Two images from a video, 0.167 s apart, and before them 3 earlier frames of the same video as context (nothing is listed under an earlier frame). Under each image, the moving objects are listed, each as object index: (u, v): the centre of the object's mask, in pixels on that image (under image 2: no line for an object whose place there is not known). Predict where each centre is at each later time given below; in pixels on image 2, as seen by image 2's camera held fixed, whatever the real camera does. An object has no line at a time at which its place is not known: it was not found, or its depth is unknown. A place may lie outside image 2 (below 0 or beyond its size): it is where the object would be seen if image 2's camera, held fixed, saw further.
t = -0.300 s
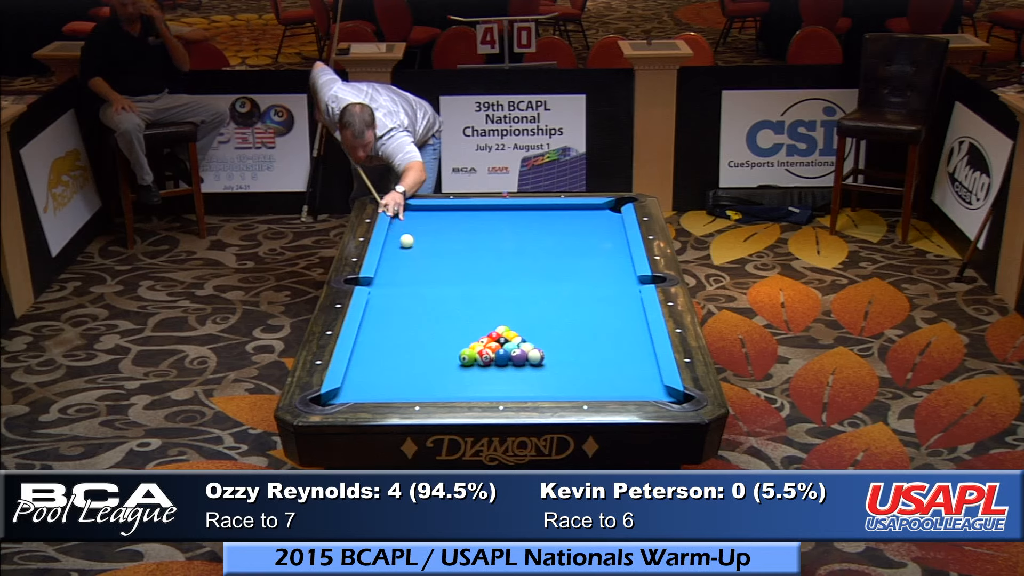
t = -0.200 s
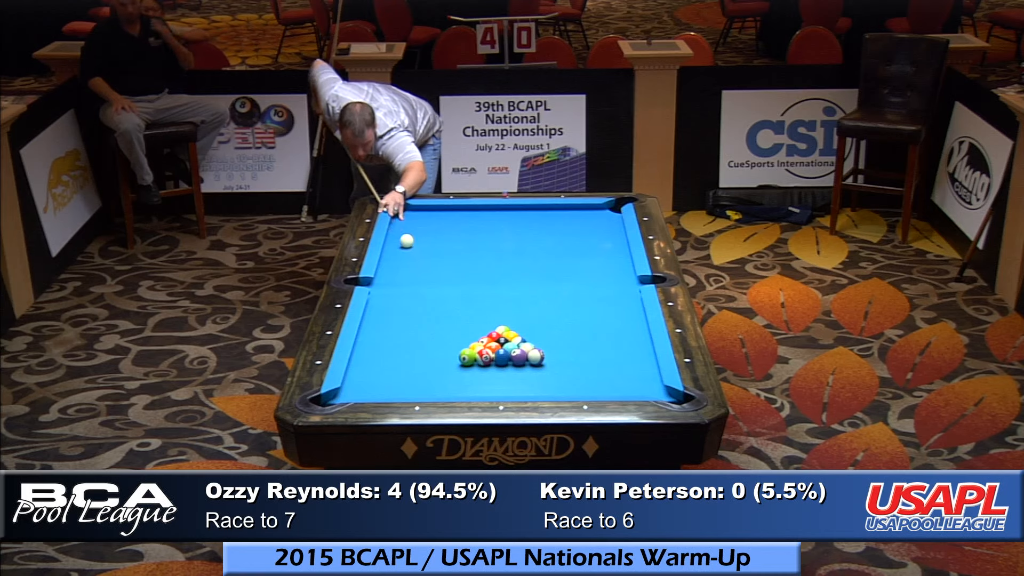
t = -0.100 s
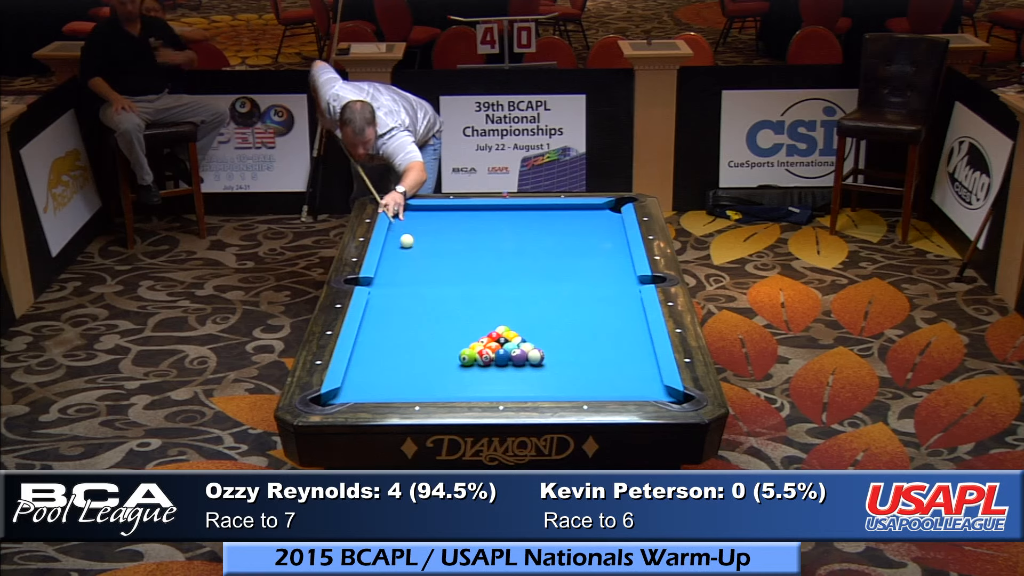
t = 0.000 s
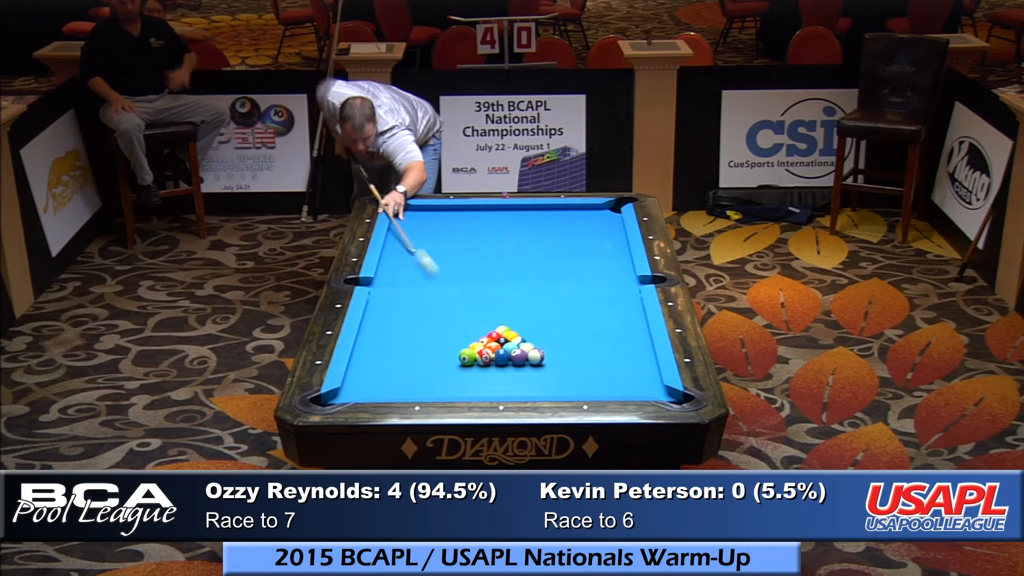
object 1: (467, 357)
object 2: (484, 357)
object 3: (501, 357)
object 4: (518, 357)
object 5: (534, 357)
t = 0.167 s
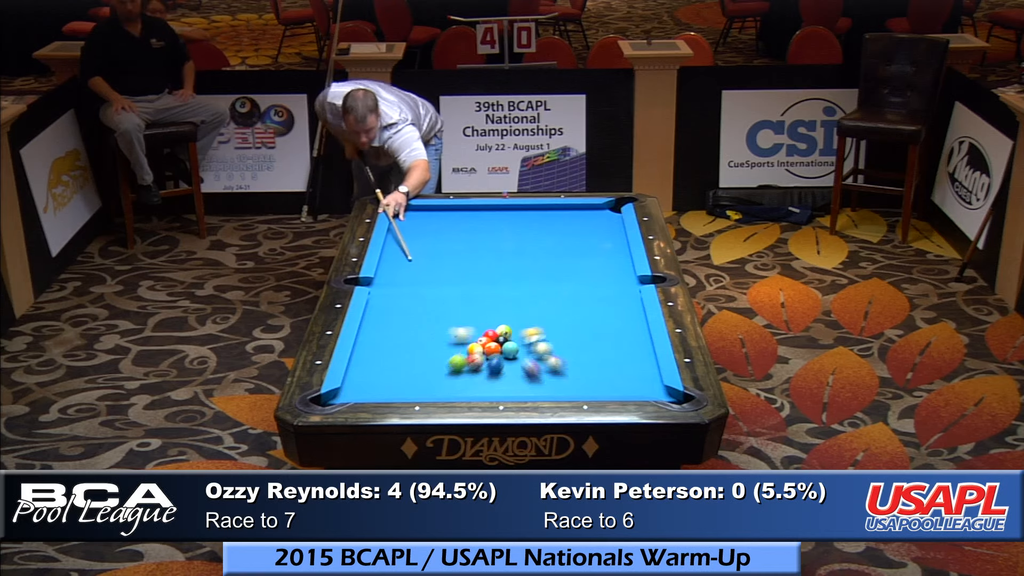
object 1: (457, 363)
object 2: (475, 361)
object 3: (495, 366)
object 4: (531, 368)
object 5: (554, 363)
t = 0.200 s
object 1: (450, 368)
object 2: (468, 365)
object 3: (490, 373)
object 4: (541, 378)
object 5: (566, 368)
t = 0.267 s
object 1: (437, 377)
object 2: (456, 372)
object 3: (481, 386)
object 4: (559, 390)
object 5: (592, 377)
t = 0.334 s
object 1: (425, 384)
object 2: (444, 377)
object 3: (473, 390)
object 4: (565, 381)
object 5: (617, 387)
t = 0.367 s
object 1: (418, 388)
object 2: (438, 382)
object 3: (472, 388)
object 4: (568, 375)
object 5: (628, 389)
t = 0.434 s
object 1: (407, 391)
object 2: (426, 386)
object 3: (470, 383)
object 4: (574, 364)
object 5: (645, 388)
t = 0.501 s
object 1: (393, 389)
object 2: (423, 390)
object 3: (467, 377)
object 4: (579, 355)
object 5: (654, 385)
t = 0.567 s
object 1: (378, 388)
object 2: (422, 391)
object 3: (465, 370)
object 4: (584, 346)
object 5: (643, 381)
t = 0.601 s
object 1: (370, 387)
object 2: (422, 390)
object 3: (464, 368)
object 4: (587, 341)
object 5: (639, 379)
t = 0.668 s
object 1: (357, 384)
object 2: (423, 389)
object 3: (462, 363)
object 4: (591, 332)
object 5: (629, 374)
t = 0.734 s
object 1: (357, 381)
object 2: (424, 388)
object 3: (461, 363)
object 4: (595, 324)
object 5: (620, 370)
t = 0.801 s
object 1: (368, 378)
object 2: (424, 386)
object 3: (459, 361)
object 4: (601, 314)
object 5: (612, 366)
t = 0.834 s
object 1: (373, 377)
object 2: (425, 385)
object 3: (459, 361)
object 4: (603, 311)
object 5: (607, 364)
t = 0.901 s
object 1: (383, 374)
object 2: (425, 382)
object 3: (458, 360)
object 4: (607, 303)
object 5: (599, 360)
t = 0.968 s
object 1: (392, 371)
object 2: (426, 380)
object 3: (457, 360)
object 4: (611, 296)
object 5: (591, 357)
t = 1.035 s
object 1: (402, 369)
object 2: (427, 378)
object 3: (456, 359)
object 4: (615, 288)
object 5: (582, 353)
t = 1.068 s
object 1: (407, 368)
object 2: (427, 376)
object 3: (455, 359)
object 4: (617, 285)
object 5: (579, 351)
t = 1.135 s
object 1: (416, 365)
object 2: (428, 374)
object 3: (454, 358)
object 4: (621, 277)
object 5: (572, 348)
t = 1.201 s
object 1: (425, 360)
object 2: (429, 372)
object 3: (453, 357)
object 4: (624, 271)
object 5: (567, 346)
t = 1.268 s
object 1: (436, 358)
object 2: (429, 370)
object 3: (452, 357)
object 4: (627, 265)
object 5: (561, 343)
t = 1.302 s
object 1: (439, 358)
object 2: (430, 369)
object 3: (454, 356)
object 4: (625, 262)
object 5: (558, 342)
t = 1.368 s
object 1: (441, 358)
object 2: (431, 367)
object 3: (459, 353)
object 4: (621, 257)
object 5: (553, 339)
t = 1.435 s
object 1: (443, 358)
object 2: (431, 365)
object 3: (463, 351)
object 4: (617, 252)
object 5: (547, 337)
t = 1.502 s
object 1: (444, 357)
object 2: (431, 363)
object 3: (468, 349)
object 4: (613, 247)
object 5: (542, 335)
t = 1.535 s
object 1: (445, 357)
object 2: (431, 363)
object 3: (470, 349)
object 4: (611, 244)
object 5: (540, 333)
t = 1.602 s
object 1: (447, 356)
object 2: (430, 361)
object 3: (474, 347)
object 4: (608, 239)
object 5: (535, 331)
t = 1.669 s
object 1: (449, 355)
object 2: (430, 360)
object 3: (477, 344)
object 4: (605, 234)
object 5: (530, 328)
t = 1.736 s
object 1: (451, 354)
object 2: (430, 359)
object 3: (480, 342)
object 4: (601, 229)
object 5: (524, 327)
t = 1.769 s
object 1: (452, 354)
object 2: (430, 359)
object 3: (480, 341)
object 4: (600, 228)
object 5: (522, 327)
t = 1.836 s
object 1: (454, 353)
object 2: (429, 358)
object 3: (480, 339)
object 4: (596, 223)
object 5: (518, 324)
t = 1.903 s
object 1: (456, 352)
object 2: (429, 357)
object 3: (481, 337)
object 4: (593, 219)
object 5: (515, 322)
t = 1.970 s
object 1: (458, 351)
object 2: (429, 356)
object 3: (481, 336)
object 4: (590, 214)
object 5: (512, 320)
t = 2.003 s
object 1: (459, 351)
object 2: (429, 355)
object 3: (481, 334)
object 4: (589, 212)
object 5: (511, 319)
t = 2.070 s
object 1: (461, 350)
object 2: (429, 355)
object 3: (482, 333)
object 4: (586, 208)
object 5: (507, 317)
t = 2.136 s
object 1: (463, 349)
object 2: (429, 354)
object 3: (482, 331)
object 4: (582, 209)
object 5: (504, 315)
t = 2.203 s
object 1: (464, 348)
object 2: (429, 353)
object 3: (481, 330)
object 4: (578, 211)
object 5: (501, 314)
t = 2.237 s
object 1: (465, 348)
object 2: (428, 353)
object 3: (481, 329)
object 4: (575, 212)
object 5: (500, 313)
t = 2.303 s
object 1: (467, 347)
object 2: (428, 352)
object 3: (479, 328)
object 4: (571, 215)
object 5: (497, 311)
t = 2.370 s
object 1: (468, 347)
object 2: (428, 351)
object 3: (478, 327)
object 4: (567, 218)
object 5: (494, 310)
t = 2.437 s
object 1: (470, 346)
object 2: (428, 350)
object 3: (477, 326)
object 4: (562, 221)
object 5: (492, 309)
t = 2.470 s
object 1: (471, 346)
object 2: (428, 350)
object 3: (477, 326)
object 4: (560, 222)
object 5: (490, 308)
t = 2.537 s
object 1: (472, 345)
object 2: (428, 350)
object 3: (476, 325)
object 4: (556, 224)
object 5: (488, 307)
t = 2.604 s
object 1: (473, 345)
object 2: (428, 349)
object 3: (475, 324)
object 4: (551, 227)
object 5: (485, 305)
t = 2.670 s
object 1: (474, 344)
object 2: (427, 349)
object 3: (474, 324)
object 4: (547, 229)
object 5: (483, 304)
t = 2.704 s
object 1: (475, 344)
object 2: (427, 348)
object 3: (474, 323)
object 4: (545, 231)
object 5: (481, 303)
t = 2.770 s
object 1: (476, 343)
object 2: (427, 348)
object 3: (473, 322)
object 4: (541, 233)
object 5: (479, 302)
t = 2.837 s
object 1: (477, 343)
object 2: (427, 347)
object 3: (472, 321)
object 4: (536, 236)
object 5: (477, 300)
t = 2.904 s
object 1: (478, 342)
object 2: (427, 347)
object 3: (472, 321)
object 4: (531, 238)
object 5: (474, 299)
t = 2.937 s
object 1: (479, 342)
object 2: (427, 347)
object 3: (471, 320)
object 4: (529, 239)
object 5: (473, 298)
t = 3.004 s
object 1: (480, 342)
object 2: (427, 346)
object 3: (471, 320)
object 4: (525, 242)
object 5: (471, 297)
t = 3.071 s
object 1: (480, 341)
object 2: (427, 346)
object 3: (470, 319)
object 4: (520, 244)
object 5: (469, 296)
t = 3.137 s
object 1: (481, 341)
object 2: (428, 346)
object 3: (469, 318)
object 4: (516, 247)
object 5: (467, 294)
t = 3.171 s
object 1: (482, 341)
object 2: (428, 346)
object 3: (469, 318)
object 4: (514, 248)
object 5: (466, 294)
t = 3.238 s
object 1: (482, 341)
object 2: (428, 346)
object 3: (469, 317)
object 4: (509, 250)
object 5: (464, 292)
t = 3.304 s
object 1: (483, 340)
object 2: (428, 345)
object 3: (468, 316)
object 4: (505, 254)
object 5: (462, 291)
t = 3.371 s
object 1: (483, 340)
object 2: (428, 345)
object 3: (468, 316)
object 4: (500, 256)
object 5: (460, 290)
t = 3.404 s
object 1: (484, 340)
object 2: (428, 345)
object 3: (468, 316)
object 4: (498, 257)
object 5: (459, 290)
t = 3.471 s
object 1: (484, 340)
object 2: (428, 345)
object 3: (467, 315)
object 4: (493, 260)
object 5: (458, 289)
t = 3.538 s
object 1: (485, 340)
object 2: (428, 345)
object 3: (467, 315)
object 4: (489, 262)
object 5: (456, 288)
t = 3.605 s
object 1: (485, 340)
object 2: (428, 345)
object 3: (467, 315)
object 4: (484, 265)
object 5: (455, 287)
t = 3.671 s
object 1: (485, 339)
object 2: (428, 345)
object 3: (466, 315)
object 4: (480, 267)
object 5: (453, 286)
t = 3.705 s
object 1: (485, 339)
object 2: (428, 345)
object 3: (466, 314)
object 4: (478, 268)
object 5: (452, 285)
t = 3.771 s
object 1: (486, 339)
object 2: (428, 345)
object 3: (466, 314)
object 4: (474, 271)
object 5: (451, 284)
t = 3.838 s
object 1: (486, 339)
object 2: (428, 345)
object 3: (466, 314)
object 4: (469, 273)
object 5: (449, 283)
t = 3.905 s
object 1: (486, 339)
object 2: (428, 345)
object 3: (466, 313)
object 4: (464, 275)
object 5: (448, 283)
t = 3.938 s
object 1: (486, 339)
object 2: (428, 345)
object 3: (466, 313)
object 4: (462, 277)
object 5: (447, 282)
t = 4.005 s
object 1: (486, 339)
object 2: (428, 345)
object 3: (466, 313)
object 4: (459, 279)
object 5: (445, 282)
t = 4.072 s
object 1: (486, 339)
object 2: (428, 345)
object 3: (466, 313)
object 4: (460, 280)
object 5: (439, 283)
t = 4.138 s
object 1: (486, 339)
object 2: (428, 345)
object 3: (466, 313)
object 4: (460, 281)
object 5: (434, 283)
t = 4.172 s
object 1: (486, 339)
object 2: (428, 345)
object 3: (466, 313)
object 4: (460, 282)
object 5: (431, 284)
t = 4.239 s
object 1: (485, 339)
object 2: (428, 345)
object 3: (466, 313)
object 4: (460, 283)
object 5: (426, 284)
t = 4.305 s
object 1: (486, 339)
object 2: (428, 345)
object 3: (466, 313)
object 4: (461, 284)
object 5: (421, 284)
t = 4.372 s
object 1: (485, 339)
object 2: (428, 345)
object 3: (466, 312)
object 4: (461, 284)
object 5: (419, 284)
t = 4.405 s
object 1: (486, 339)
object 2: (428, 345)
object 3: (466, 312)
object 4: (462, 285)
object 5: (418, 284)
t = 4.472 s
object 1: (485, 339)
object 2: (428, 345)
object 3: (466, 313)
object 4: (462, 286)
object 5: (417, 284)
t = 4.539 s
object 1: (485, 339)
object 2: (428, 345)
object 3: (466, 312)
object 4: (462, 286)
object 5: (416, 283)
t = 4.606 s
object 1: (485, 339)
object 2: (428, 345)
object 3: (466, 312)
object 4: (463, 287)
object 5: (415, 283)
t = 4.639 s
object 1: (485, 339)
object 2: (428, 345)
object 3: (466, 312)
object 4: (463, 288)
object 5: (415, 283)
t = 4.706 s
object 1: (485, 339)
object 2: (428, 345)
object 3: (466, 312)
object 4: (463, 288)
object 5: (414, 282)
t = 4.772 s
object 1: (485, 339)
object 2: (428, 345)
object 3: (466, 313)
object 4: (464, 289)
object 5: (413, 281)
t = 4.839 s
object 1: (485, 339)
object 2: (428, 345)
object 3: (466, 312)
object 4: (464, 290)
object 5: (412, 281)
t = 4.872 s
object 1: (486, 339)
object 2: (428, 345)
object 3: (466, 312)
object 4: (465, 290)
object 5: (412, 281)
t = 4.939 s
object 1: (485, 339)
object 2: (428, 345)
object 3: (466, 313)
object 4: (465, 291)
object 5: (411, 281)
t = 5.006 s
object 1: (486, 339)
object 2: (428, 345)
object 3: (466, 313)
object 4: (465, 292)
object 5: (411, 281)
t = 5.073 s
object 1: (486, 339)
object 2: (428, 345)
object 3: (466, 313)
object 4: (466, 292)
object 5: (410, 281)
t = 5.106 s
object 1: (485, 339)
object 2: (428, 345)
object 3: (466, 312)
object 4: (466, 292)
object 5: (410, 281)
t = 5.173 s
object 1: (485, 339)
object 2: (428, 345)
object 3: (466, 312)
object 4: (466, 293)
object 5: (409, 280)
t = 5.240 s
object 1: (485, 339)
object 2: (428, 345)
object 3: (466, 312)
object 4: (467, 293)
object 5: (409, 280)
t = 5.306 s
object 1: (486, 339)
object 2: (428, 345)
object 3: (466, 312)
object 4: (467, 294)
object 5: (408, 280)
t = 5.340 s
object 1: (485, 339)
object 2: (428, 345)
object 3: (466, 312)
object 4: (467, 294)
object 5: (408, 281)
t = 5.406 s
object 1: (486, 339)
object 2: (428, 345)
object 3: (467, 313)
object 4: (468, 295)
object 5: (408, 281)
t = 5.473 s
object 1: (485, 339)
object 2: (428, 345)
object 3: (466, 312)
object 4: (468, 295)
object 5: (408, 281)
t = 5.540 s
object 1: (486, 339)
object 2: (428, 345)
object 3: (466, 313)
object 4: (468, 295)
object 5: (408, 281)
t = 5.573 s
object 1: (486, 339)
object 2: (428, 345)
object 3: (466, 313)
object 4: (468, 295)
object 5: (408, 281)
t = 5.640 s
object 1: (486, 339)
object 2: (428, 345)
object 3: (466, 312)
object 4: (468, 296)
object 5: (408, 281)
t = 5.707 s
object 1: (485, 339)
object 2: (428, 345)
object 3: (466, 312)
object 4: (468, 296)
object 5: (408, 281)
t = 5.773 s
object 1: (485, 339)
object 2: (428, 345)
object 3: (466, 313)
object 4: (468, 296)
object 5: (408, 281)
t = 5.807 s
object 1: (485, 339)
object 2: (428, 345)
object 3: (466, 312)
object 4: (468, 296)
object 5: (408, 281)
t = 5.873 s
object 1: (486, 339)
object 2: (428, 345)
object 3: (467, 313)
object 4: (468, 296)
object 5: (408, 281)
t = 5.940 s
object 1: (485, 339)
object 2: (428, 345)
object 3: (466, 312)
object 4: (468, 296)
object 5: (408, 281)
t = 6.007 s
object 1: (485, 339)
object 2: (428, 345)
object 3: (466, 312)
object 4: (468, 296)
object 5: (408, 281)
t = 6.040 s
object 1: (485, 339)
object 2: (428, 345)
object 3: (466, 313)
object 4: (468, 296)
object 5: (408, 281)
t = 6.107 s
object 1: (485, 339)
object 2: (428, 345)
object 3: (466, 313)
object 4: (468, 296)
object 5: (408, 281)
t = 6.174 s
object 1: (485, 339)
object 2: (428, 345)
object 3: (466, 312)
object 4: (468, 297)
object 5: (408, 281)
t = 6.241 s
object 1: (485, 339)
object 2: (428, 345)
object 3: (466, 312)
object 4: (468, 296)
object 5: (408, 281)
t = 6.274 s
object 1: (485, 339)
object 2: (428, 345)
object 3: (466, 312)
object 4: (468, 296)
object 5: (408, 281)
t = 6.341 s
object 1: (485, 339)
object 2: (428, 345)
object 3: (466, 313)
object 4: (468, 296)
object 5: (408, 281)
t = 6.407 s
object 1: (485, 339)
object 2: (428, 345)
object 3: (466, 313)
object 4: (468, 296)
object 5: (408, 281)
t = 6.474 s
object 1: (485, 339)
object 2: (428, 345)
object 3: (466, 312)
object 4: (468, 296)
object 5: (408, 281)
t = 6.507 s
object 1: (485, 339)
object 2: (428, 345)
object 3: (466, 312)
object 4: (467, 296)
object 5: (408, 281)
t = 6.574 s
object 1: (485, 339)
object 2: (428, 345)
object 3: (466, 312)
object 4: (467, 296)
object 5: (408, 281)
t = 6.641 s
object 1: (485, 339)
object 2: (428, 345)
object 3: (466, 313)
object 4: (467, 296)
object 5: (408, 281)
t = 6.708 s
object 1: (485, 339)
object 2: (428, 345)
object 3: (466, 312)
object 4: (467, 296)
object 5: (408, 281)
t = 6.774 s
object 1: (485, 339)
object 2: (428, 345)
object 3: (466, 313)
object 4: (467, 296)
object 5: (408, 281)
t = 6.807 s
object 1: (485, 339)
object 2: (428, 345)
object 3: (466, 312)
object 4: (467, 296)
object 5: (408, 281)
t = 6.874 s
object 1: (486, 339)
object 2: (428, 345)
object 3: (466, 312)
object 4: (467, 296)
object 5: (408, 281)
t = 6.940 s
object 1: (486, 339)
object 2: (428, 345)
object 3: (466, 312)
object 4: (467, 296)
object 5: (408, 281)
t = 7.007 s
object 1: (486, 339)
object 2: (428, 345)
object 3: (466, 312)
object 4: (467, 296)
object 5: (408, 281)
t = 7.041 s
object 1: (486, 339)
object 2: (428, 345)
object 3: (466, 312)
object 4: (467, 296)
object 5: (408, 281)
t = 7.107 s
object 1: (486, 339)
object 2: (428, 345)
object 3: (466, 312)
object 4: (467, 296)
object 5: (408, 281)
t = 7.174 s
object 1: (486, 339)
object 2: (428, 345)
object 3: (466, 312)
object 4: (467, 296)
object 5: (408, 281)
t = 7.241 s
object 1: (486, 339)
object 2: (428, 345)
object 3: (466, 312)
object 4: (467, 296)
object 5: (408, 281)
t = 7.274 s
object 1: (486, 339)
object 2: (428, 345)
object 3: (466, 312)
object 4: (467, 296)
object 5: (408, 281)
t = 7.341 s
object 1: (486, 339)
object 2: (428, 345)
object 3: (466, 312)
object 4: (467, 296)
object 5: (408, 281)
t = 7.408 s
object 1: (486, 339)
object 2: (428, 345)
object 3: (466, 312)
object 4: (467, 296)
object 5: (408, 281)
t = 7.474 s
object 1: (485, 339)
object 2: (428, 345)
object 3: (466, 312)
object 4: (467, 296)
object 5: (408, 281)
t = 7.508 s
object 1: (485, 339)
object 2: (428, 345)
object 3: (466, 312)
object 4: (467, 296)
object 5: (408, 281)
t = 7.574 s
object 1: (486, 339)
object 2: (428, 345)
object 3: (466, 312)
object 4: (467, 296)
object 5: (408, 281)
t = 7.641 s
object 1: (485, 339)
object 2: (428, 345)
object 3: (466, 312)
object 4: (467, 296)
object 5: (408, 281)
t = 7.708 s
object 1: (485, 339)
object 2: (428, 345)
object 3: (466, 312)
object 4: (467, 296)
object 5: (408, 281)
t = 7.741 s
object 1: (486, 339)
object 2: (428, 345)
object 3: (466, 312)
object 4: (467, 296)
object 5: (408, 281)
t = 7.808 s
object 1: (485, 339)
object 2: (428, 345)
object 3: (466, 312)
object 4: (467, 296)
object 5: (408, 281)
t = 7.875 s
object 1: (486, 339)
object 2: (428, 345)
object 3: (466, 312)
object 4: (467, 296)
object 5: (408, 281)
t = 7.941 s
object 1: (486, 339)
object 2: (428, 345)
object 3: (466, 312)
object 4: (467, 296)
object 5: (408, 281)
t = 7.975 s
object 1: (486, 339)
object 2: (428, 345)
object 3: (466, 312)
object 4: (467, 296)
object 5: (408, 281)
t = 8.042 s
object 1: (486, 339)
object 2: (428, 345)
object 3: (466, 312)
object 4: (467, 296)
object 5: (408, 281)
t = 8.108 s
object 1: (486, 339)
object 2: (428, 345)
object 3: (466, 312)
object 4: (467, 296)
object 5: (408, 281)
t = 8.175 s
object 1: (486, 339)
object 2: (428, 345)
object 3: (466, 312)
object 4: (467, 296)
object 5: (408, 281)
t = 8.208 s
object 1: (486, 339)
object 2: (428, 345)
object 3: (466, 312)
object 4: (467, 296)
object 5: (408, 281)
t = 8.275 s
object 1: (486, 339)
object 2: (428, 345)
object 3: (466, 312)
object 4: (467, 296)
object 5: (408, 281)
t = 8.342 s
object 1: (485, 339)
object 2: (428, 345)
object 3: (466, 312)
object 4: (467, 296)
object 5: (408, 281)
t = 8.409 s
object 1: (486, 339)
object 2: (428, 345)
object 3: (466, 312)
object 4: (467, 296)
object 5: (408, 281)
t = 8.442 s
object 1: (486, 339)
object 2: (428, 345)
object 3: (466, 312)
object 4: (467, 296)
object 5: (408, 281)
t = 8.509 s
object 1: (486, 339)
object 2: (428, 345)
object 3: (466, 312)
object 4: (467, 296)
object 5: (408, 281)
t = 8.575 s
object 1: (486, 339)
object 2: (428, 345)
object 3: (466, 312)
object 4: (467, 296)
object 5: (408, 281)
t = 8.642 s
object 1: (486, 339)
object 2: (428, 345)
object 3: (466, 312)
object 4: (467, 296)
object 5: (408, 281)
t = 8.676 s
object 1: (486, 339)
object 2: (428, 345)
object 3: (466, 312)
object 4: (467, 296)
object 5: (408, 281)
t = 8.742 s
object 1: (486, 339)
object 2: (428, 345)
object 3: (466, 312)
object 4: (467, 296)
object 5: (408, 281)
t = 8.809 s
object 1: (485, 339)
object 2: (428, 345)
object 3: (466, 312)
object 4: (467, 296)
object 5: (408, 281)
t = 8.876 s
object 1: (486, 339)
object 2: (428, 345)
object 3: (466, 312)
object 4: (467, 296)
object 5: (408, 281)
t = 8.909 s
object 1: (486, 339)
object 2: (428, 345)
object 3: (466, 312)
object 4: (467, 296)
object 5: (408, 281)
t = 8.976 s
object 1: (486, 339)
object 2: (428, 345)
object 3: (466, 312)
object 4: (467, 296)
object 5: (408, 281)
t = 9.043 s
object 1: (486, 339)
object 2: (428, 345)
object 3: (466, 312)
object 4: (467, 296)
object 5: (408, 281)
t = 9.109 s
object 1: (486, 339)
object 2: (428, 345)
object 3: (466, 312)
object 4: (467, 296)
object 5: (408, 281)
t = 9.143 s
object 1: (486, 339)
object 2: (428, 345)
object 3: (466, 312)
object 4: (467, 296)
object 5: (408, 281)
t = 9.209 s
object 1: (486, 339)
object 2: (428, 345)
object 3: (466, 312)
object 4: (467, 296)
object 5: (408, 281)
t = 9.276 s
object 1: (486, 339)
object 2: (428, 345)
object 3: (466, 312)
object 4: (467, 296)
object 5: (408, 281)
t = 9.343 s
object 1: (486, 339)
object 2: (428, 345)
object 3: (466, 312)
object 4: (467, 296)
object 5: (408, 281)
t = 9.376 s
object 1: (486, 339)
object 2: (428, 345)
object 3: (466, 312)
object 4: (467, 296)
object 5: (408, 281)
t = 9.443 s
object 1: (486, 339)
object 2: (428, 345)
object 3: (466, 312)
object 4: (467, 296)
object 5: (408, 281)
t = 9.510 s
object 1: (486, 339)
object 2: (428, 345)
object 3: (466, 312)
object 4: (467, 296)
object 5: (408, 281)
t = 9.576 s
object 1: (486, 339)
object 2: (428, 345)
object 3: (466, 312)
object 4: (467, 296)
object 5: (408, 281)
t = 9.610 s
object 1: (486, 339)
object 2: (428, 345)
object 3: (466, 312)
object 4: (467, 296)
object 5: (408, 281)
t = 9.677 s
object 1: (486, 339)
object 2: (428, 345)
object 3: (466, 312)
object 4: (467, 296)
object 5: (408, 281)
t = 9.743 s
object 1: (486, 339)
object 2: (428, 345)
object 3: (466, 312)
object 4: (467, 296)
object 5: (408, 281)
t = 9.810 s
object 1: (486, 339)
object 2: (428, 345)
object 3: (466, 312)
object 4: (467, 296)
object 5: (408, 281)
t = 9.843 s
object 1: (486, 339)
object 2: (428, 345)
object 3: (466, 312)
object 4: (467, 296)
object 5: (408, 281)
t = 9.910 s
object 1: (486, 339)
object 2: (428, 345)
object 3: (466, 312)
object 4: (467, 296)
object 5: (408, 281)
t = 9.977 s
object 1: (486, 339)
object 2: (428, 345)
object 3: (466, 312)
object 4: (467, 296)
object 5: (408, 281)
